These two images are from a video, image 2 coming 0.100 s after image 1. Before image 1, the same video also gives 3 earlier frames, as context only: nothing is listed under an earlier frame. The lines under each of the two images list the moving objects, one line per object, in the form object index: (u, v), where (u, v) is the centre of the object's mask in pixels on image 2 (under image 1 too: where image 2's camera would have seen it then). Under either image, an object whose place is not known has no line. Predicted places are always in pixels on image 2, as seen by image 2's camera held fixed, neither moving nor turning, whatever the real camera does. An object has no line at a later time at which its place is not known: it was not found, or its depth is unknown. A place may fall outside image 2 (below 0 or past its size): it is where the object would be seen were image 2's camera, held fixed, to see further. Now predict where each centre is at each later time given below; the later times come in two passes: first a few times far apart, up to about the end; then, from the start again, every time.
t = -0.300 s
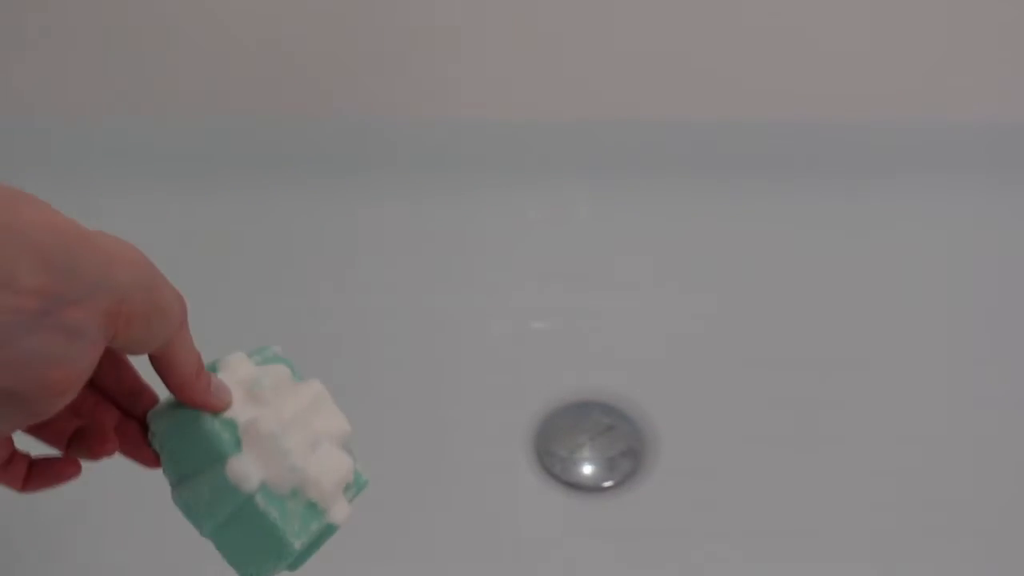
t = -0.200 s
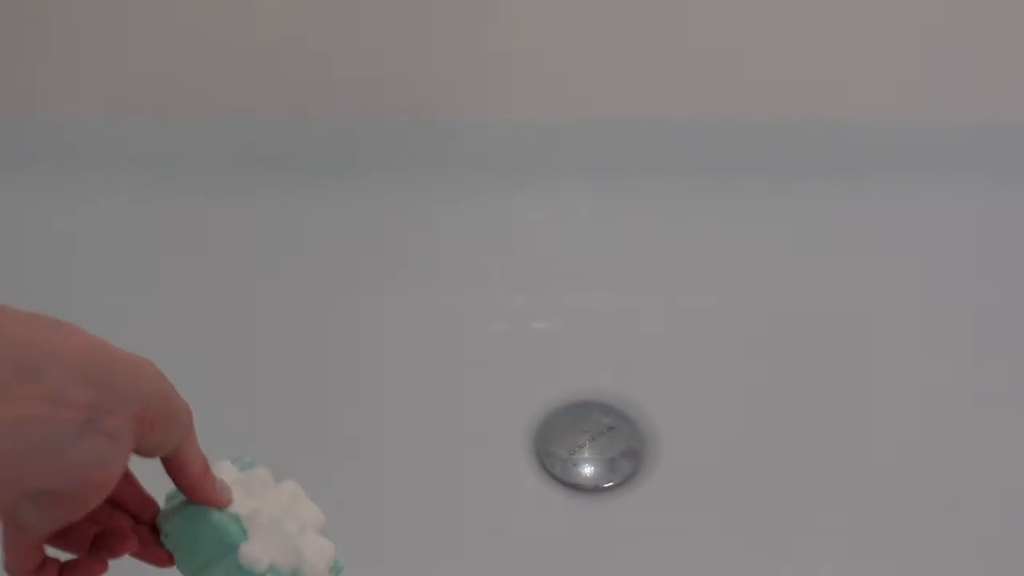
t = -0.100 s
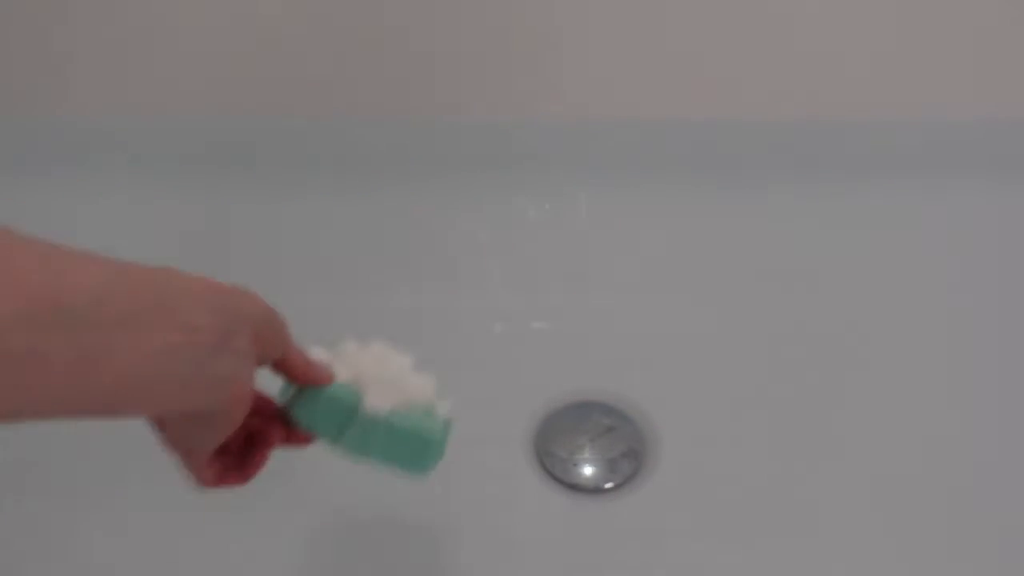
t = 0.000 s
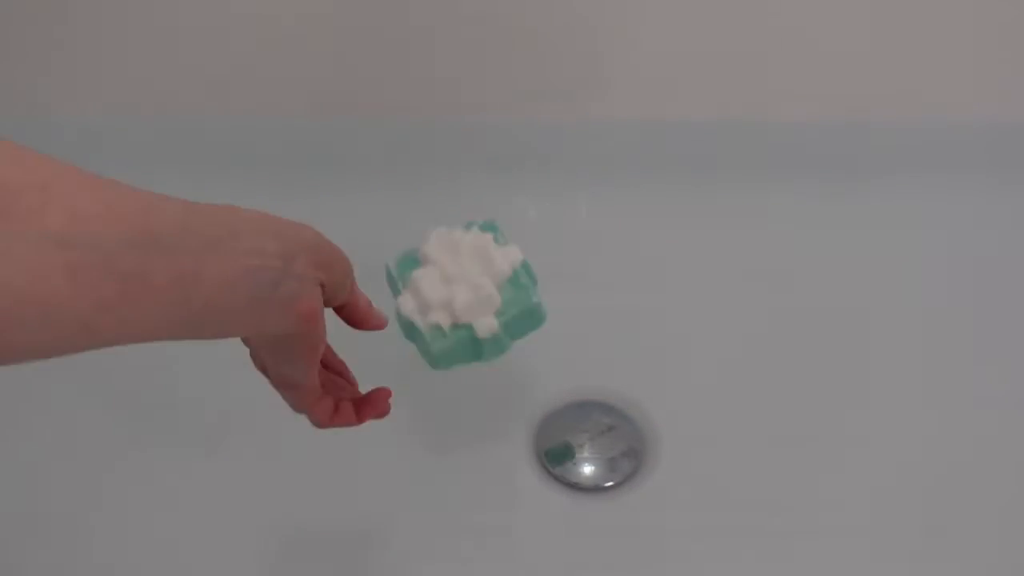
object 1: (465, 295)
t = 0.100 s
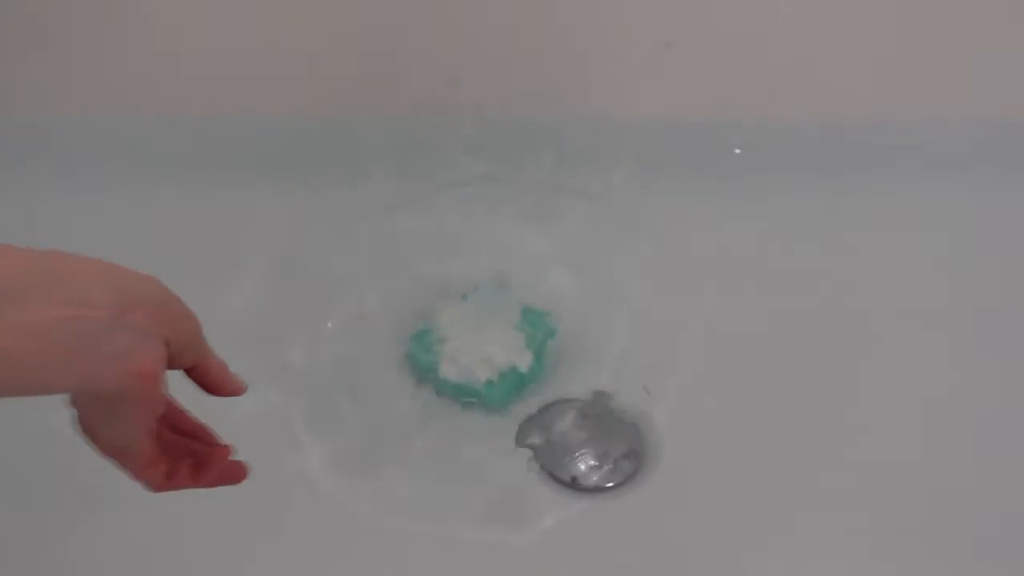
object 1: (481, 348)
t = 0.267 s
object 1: (492, 342)
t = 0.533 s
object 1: (506, 276)
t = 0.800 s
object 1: (493, 274)
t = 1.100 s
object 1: (518, 238)
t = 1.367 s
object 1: (533, 230)
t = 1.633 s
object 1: (549, 215)
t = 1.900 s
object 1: (570, 201)
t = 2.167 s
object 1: (579, 192)
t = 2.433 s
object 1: (595, 178)
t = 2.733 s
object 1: (611, 170)
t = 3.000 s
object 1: (629, 163)
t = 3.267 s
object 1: (649, 163)
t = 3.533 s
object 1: (663, 164)
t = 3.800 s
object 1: (673, 167)
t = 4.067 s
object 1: (686, 171)
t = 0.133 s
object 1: (483, 353)
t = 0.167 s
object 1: (493, 353)
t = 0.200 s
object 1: (493, 346)
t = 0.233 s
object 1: (492, 334)
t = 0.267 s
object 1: (492, 342)
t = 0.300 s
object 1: (499, 327)
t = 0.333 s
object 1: (503, 325)
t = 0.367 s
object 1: (506, 321)
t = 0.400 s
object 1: (508, 309)
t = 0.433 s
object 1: (509, 305)
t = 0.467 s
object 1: (507, 304)
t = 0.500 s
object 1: (505, 289)
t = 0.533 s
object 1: (506, 276)
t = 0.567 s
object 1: (505, 267)
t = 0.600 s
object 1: (502, 263)
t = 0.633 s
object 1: (504, 258)
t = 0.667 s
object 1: (503, 253)
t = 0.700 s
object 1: (500, 259)
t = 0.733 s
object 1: (497, 268)
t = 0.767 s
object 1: (498, 271)
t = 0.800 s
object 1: (493, 274)
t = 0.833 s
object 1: (497, 277)
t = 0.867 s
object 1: (491, 280)
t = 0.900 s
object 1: (506, 251)
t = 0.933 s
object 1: (505, 250)
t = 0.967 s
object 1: (507, 248)
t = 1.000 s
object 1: (510, 247)
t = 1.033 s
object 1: (511, 245)
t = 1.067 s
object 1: (514, 242)
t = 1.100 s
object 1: (518, 238)
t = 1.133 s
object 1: (520, 234)
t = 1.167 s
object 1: (521, 235)
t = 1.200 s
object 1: (522, 237)
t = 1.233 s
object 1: (524, 234)
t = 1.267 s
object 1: (525, 232)
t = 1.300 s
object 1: (529, 230)
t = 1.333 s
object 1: (531, 230)
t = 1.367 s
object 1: (533, 230)
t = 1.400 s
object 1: (537, 228)
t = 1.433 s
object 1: (537, 225)
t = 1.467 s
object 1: (537, 221)
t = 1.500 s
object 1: (538, 222)
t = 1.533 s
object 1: (542, 219)
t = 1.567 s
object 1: (545, 217)
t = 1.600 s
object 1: (547, 217)
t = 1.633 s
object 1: (549, 215)
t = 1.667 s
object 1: (552, 214)
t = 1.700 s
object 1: (553, 211)
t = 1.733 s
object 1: (554, 209)
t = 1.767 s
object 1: (555, 208)
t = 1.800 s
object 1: (557, 208)
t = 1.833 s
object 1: (562, 205)
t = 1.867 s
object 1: (569, 204)
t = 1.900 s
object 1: (570, 201)
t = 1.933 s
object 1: (568, 201)
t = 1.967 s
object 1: (567, 199)
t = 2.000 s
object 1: (568, 196)
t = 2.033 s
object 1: (570, 195)
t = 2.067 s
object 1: (575, 196)
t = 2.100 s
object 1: (579, 197)
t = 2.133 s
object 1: (581, 196)
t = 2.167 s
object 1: (579, 192)
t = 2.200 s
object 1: (582, 186)
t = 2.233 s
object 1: (583, 183)
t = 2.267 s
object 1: (586, 184)
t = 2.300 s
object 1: (588, 186)
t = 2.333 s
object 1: (590, 186)
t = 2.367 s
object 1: (593, 182)
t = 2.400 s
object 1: (593, 180)
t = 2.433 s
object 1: (595, 178)
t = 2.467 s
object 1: (595, 177)
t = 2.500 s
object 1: (597, 178)
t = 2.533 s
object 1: (600, 179)
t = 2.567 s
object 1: (603, 179)
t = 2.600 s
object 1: (607, 177)
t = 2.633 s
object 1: (609, 172)
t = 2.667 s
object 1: (611, 168)
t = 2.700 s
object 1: (608, 169)
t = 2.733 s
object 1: (611, 170)
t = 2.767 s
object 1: (614, 171)
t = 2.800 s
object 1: (614, 165)
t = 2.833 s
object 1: (619, 168)
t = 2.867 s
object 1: (622, 166)
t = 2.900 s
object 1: (628, 165)
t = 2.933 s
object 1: (630, 167)
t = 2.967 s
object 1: (630, 165)
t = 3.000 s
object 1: (629, 163)
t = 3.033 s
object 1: (632, 164)
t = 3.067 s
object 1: (640, 162)
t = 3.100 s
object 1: (643, 164)
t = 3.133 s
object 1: (646, 163)
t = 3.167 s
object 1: (648, 161)
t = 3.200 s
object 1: (648, 160)
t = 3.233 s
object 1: (648, 160)
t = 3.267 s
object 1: (649, 163)
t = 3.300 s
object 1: (651, 162)
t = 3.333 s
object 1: (657, 160)
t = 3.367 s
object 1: (659, 161)
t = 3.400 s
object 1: (659, 163)
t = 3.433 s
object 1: (659, 166)
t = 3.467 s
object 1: (659, 166)
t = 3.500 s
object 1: (661, 163)
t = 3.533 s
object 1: (663, 164)
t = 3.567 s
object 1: (665, 164)
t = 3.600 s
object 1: (671, 168)
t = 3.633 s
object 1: (668, 167)
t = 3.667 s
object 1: (670, 166)
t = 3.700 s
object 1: (669, 169)
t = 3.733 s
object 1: (671, 169)
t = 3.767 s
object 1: (674, 168)
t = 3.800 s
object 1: (673, 167)
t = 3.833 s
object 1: (678, 168)
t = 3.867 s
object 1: (679, 168)
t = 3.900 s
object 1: (679, 168)
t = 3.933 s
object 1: (682, 168)
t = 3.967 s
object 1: (683, 168)
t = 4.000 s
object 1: (683, 169)
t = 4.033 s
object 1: (685, 171)
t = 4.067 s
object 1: (686, 171)
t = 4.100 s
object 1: (689, 172)
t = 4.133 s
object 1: (691, 171)
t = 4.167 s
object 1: (691, 170)
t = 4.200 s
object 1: (696, 169)
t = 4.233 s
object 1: (699, 169)
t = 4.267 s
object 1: (700, 171)
